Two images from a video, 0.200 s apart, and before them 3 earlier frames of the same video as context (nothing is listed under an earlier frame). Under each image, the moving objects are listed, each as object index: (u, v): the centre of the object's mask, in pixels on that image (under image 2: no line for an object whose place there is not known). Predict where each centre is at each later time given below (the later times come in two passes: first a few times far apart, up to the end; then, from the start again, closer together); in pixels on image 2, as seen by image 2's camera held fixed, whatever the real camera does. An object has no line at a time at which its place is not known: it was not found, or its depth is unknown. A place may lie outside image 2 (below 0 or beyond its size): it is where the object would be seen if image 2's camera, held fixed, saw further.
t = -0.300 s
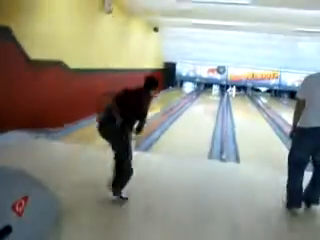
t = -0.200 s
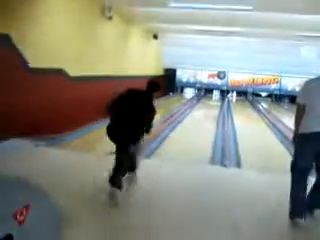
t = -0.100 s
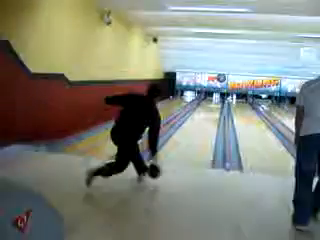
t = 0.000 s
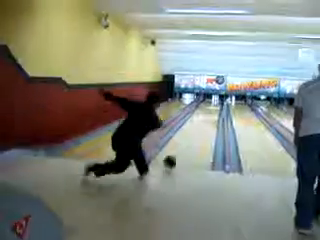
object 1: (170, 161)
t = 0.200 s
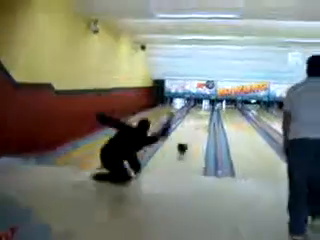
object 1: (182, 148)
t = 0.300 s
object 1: (189, 139)
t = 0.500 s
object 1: (198, 129)
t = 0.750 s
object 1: (206, 122)
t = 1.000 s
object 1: (211, 118)
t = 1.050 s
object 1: (211, 117)
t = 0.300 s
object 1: (189, 139)
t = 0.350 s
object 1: (191, 136)
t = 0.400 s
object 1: (194, 134)
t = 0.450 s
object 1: (196, 131)
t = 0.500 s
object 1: (198, 129)
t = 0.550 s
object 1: (201, 126)
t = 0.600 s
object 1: (202, 125)
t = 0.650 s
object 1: (203, 124)
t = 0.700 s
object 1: (205, 123)
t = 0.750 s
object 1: (206, 122)
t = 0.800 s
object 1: (207, 120)
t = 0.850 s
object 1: (208, 119)
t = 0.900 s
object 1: (208, 119)
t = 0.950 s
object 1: (210, 118)
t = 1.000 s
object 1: (211, 118)
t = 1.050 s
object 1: (211, 117)
